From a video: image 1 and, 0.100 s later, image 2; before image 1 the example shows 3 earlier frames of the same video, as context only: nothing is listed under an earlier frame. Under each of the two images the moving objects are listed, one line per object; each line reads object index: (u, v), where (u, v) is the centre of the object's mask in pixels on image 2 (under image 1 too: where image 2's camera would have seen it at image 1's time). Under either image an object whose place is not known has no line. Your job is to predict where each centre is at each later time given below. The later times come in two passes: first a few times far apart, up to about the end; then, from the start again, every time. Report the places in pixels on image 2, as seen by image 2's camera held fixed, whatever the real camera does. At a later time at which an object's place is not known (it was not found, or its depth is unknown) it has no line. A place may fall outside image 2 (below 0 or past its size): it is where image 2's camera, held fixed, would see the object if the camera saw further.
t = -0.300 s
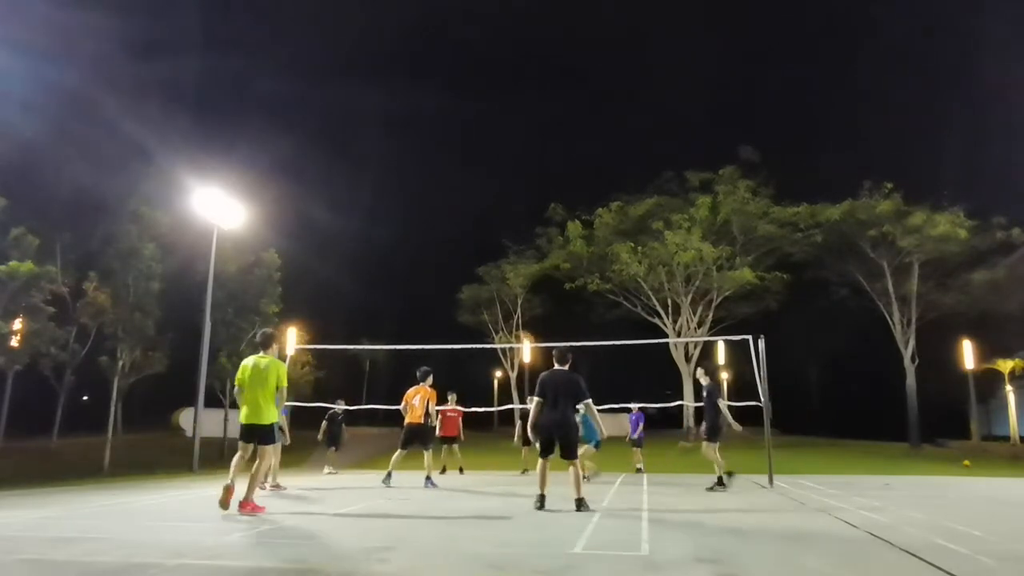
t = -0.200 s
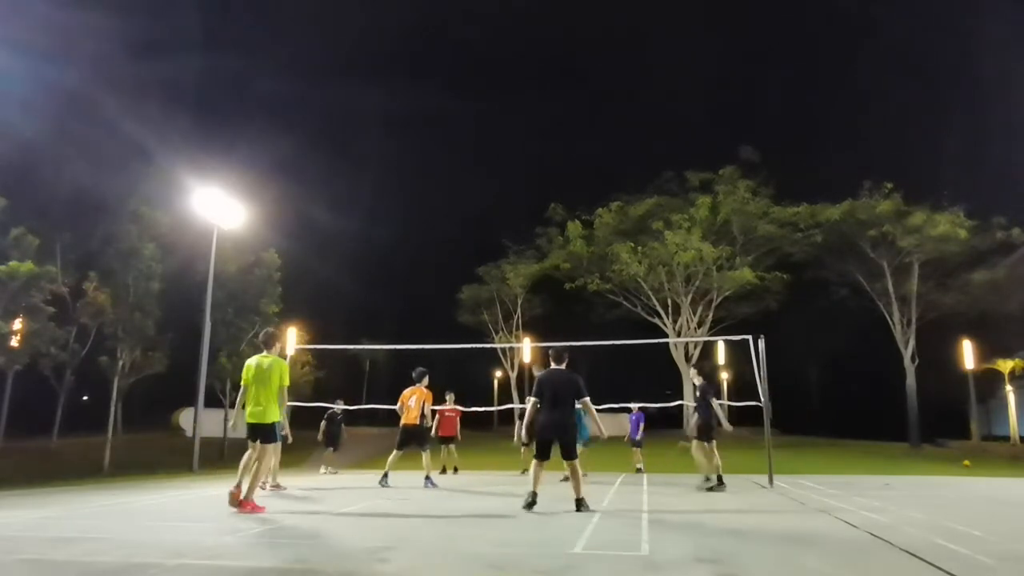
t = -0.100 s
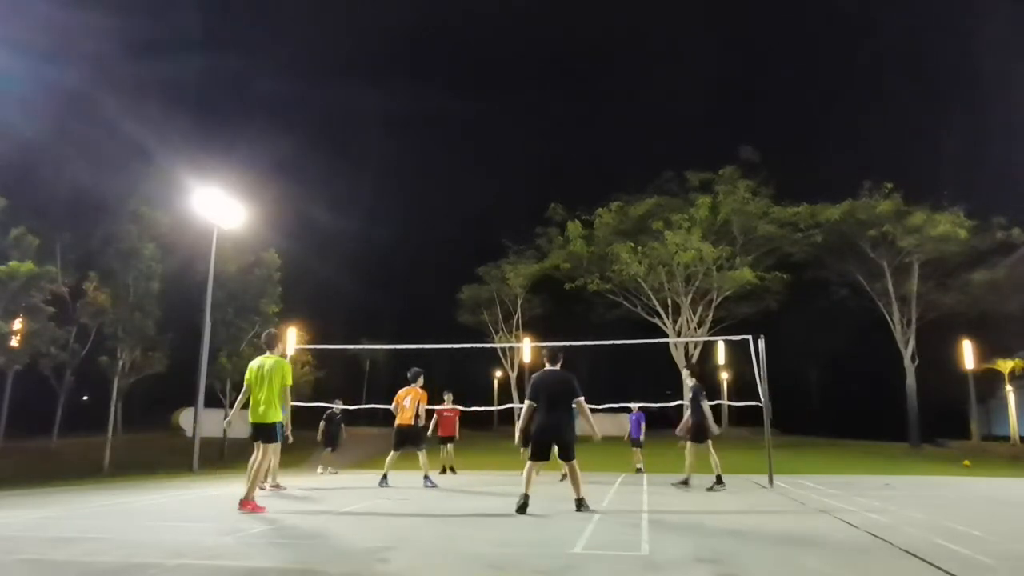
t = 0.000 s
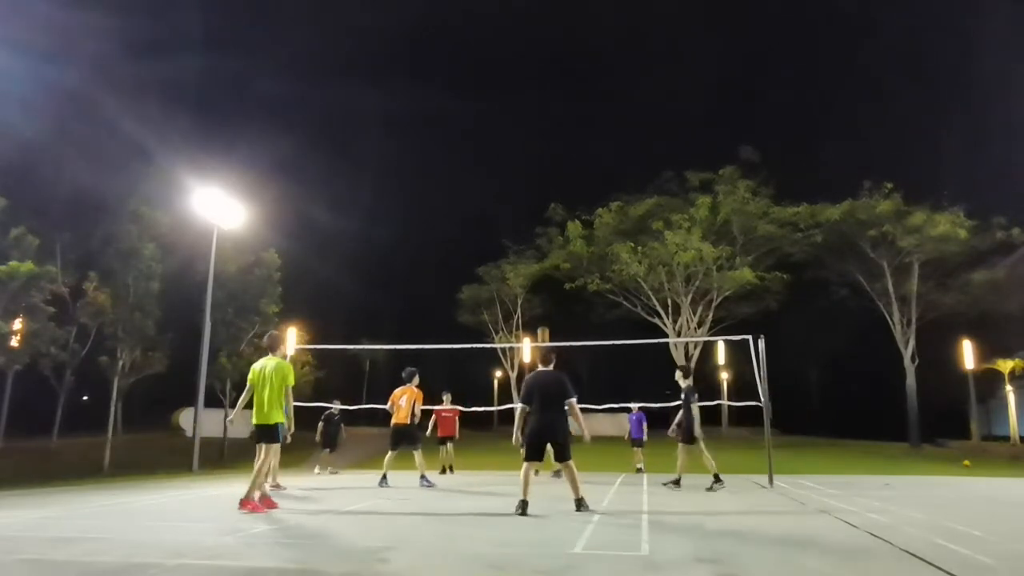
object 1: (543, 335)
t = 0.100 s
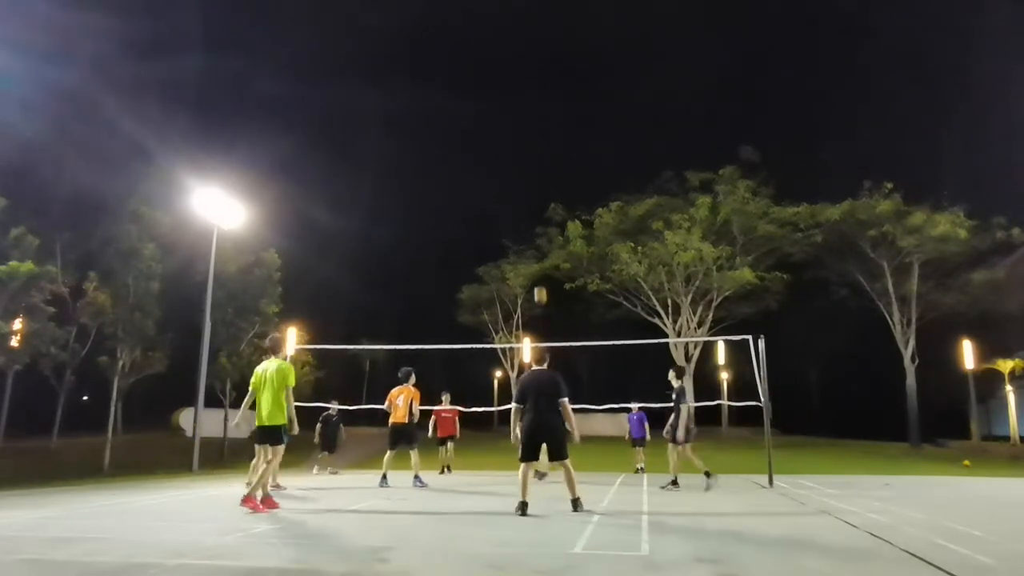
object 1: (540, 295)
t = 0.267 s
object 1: (534, 240)
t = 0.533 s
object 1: (526, 185)
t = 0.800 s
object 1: (517, 167)
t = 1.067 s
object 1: (508, 184)
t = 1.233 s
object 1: (501, 211)
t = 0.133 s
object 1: (539, 282)
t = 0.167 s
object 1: (538, 271)
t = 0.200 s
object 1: (536, 260)
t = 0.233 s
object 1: (535, 250)
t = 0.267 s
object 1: (534, 240)
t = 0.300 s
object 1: (533, 231)
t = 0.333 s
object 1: (532, 222)
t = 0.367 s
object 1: (531, 215)
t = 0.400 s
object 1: (530, 208)
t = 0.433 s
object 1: (529, 201)
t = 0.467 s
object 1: (528, 195)
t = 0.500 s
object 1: (527, 190)
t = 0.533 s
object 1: (526, 185)
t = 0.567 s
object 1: (525, 180)
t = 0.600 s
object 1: (524, 177)
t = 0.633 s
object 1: (522, 174)
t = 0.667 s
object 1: (521, 172)
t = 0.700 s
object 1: (520, 170)
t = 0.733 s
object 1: (519, 168)
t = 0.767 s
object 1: (518, 167)
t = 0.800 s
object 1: (517, 167)
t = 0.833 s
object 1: (516, 167)
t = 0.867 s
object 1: (515, 168)
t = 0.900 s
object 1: (513, 170)
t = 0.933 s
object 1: (512, 171)
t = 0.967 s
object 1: (511, 174)
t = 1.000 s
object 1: (510, 176)
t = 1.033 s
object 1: (509, 180)
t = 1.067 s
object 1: (508, 184)
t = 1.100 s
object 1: (506, 188)
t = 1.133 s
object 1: (505, 193)
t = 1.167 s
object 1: (504, 199)
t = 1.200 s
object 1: (502, 205)
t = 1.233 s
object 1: (501, 211)
